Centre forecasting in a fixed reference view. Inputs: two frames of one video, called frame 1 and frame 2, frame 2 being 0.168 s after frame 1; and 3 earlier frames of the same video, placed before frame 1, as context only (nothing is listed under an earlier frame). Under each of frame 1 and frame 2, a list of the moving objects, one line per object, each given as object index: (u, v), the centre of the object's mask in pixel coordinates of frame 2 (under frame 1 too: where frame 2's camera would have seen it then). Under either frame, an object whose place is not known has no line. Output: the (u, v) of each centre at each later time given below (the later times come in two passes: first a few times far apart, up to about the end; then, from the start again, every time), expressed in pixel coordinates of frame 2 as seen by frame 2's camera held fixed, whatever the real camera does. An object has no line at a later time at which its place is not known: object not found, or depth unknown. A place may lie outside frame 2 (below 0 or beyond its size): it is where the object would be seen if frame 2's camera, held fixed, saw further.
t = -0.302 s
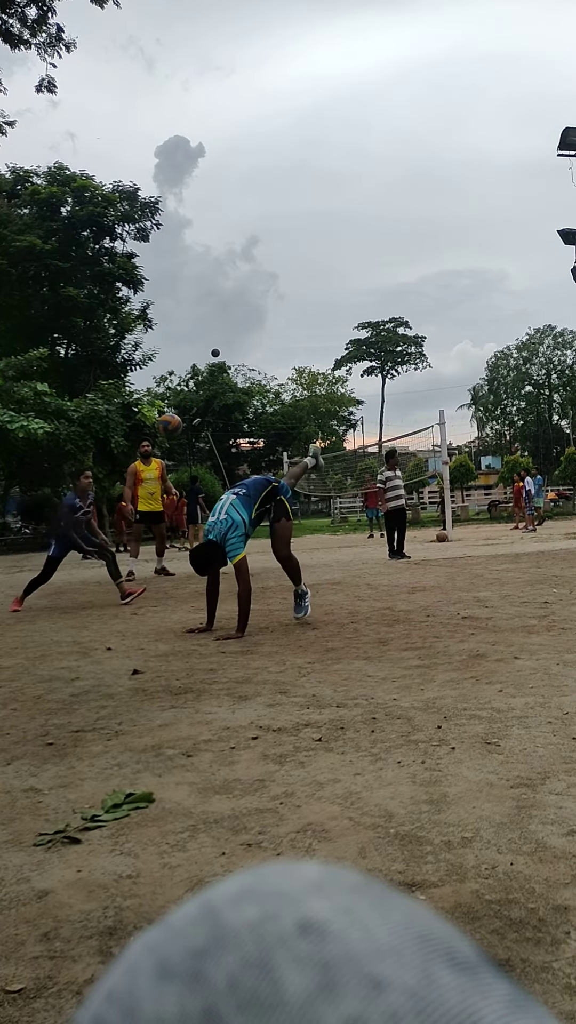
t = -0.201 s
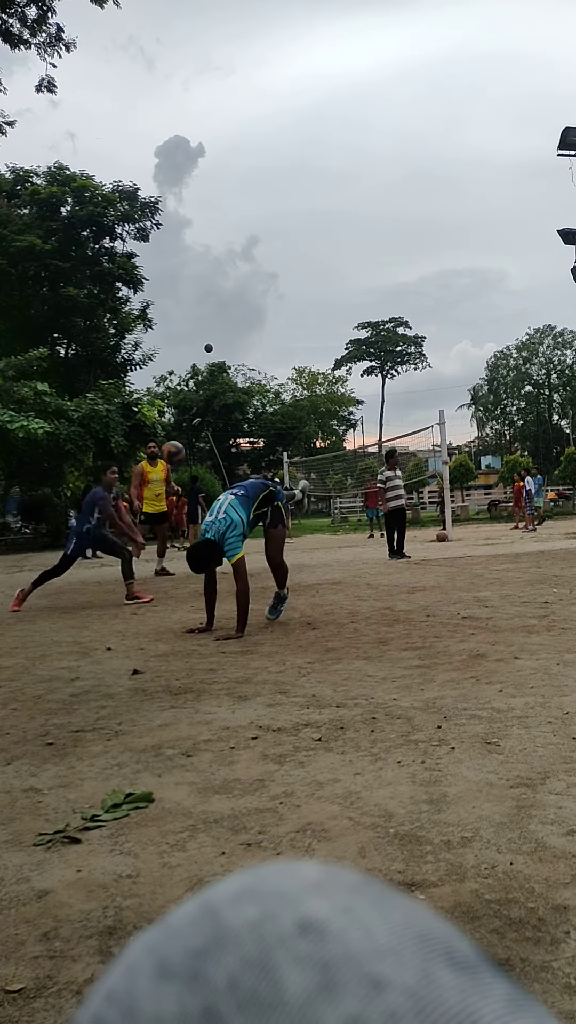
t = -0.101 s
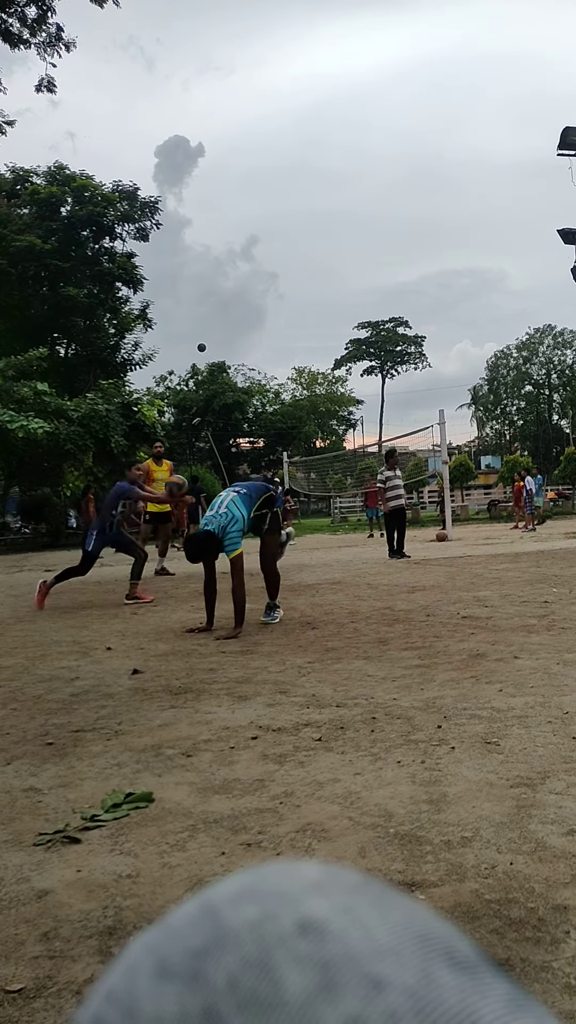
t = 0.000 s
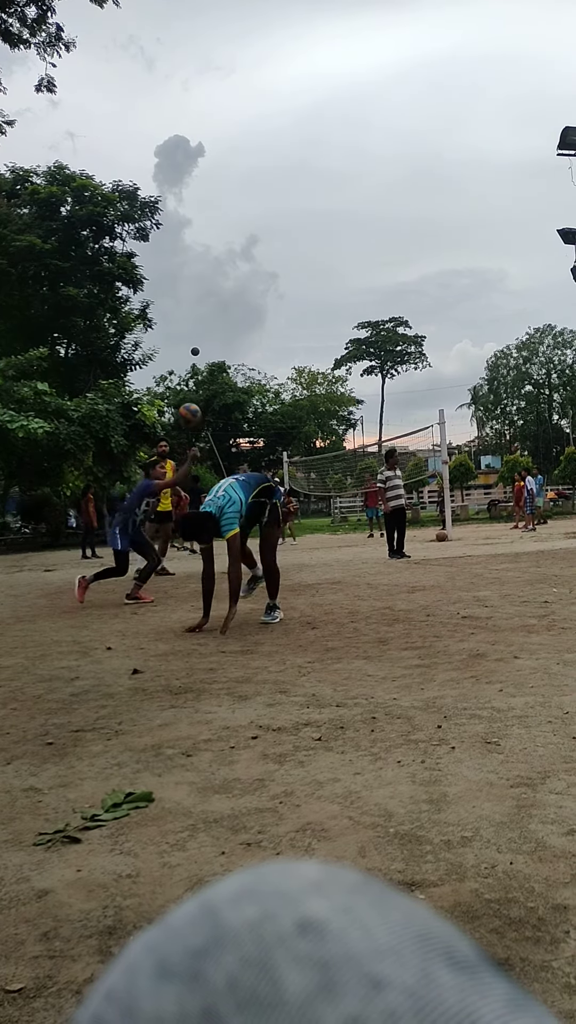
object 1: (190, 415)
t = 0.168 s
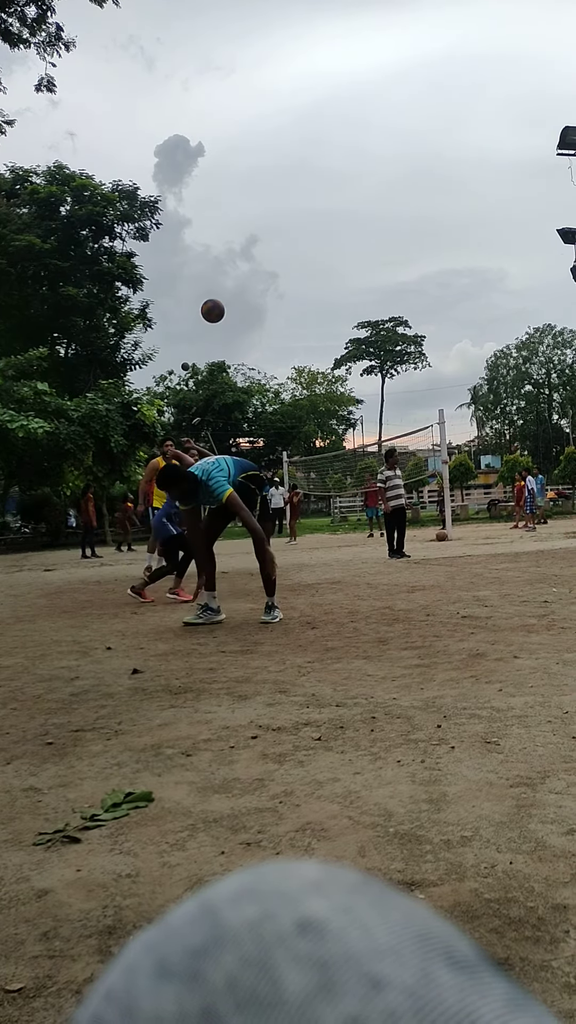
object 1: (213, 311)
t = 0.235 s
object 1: (223, 276)
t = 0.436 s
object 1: (256, 197)
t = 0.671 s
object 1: (301, 158)
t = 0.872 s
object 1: (344, 174)
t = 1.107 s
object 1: (403, 258)
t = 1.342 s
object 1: (472, 420)
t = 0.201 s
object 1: (218, 293)
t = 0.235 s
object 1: (223, 276)
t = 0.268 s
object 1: (228, 261)
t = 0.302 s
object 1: (234, 246)
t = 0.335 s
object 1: (239, 232)
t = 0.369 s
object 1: (245, 220)
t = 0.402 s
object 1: (251, 208)
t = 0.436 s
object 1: (256, 197)
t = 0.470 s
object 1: (262, 188)
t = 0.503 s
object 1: (268, 180)
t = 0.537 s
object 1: (274, 173)
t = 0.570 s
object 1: (281, 168)
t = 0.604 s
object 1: (287, 163)
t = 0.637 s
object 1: (294, 160)
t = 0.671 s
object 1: (301, 158)
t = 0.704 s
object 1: (308, 157)
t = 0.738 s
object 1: (315, 157)
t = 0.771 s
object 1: (322, 159)
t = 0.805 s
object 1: (330, 163)
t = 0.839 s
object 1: (337, 167)
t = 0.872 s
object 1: (344, 174)
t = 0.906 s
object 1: (352, 181)
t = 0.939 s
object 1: (360, 191)
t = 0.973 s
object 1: (369, 201)
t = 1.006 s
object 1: (377, 213)
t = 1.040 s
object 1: (386, 226)
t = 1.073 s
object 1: (395, 241)
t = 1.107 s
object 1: (403, 258)
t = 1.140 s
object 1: (412, 276)
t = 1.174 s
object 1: (421, 296)
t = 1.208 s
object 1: (431, 318)
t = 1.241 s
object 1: (440, 341)
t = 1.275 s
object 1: (450, 366)
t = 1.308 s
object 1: (461, 393)
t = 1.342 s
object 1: (472, 420)
